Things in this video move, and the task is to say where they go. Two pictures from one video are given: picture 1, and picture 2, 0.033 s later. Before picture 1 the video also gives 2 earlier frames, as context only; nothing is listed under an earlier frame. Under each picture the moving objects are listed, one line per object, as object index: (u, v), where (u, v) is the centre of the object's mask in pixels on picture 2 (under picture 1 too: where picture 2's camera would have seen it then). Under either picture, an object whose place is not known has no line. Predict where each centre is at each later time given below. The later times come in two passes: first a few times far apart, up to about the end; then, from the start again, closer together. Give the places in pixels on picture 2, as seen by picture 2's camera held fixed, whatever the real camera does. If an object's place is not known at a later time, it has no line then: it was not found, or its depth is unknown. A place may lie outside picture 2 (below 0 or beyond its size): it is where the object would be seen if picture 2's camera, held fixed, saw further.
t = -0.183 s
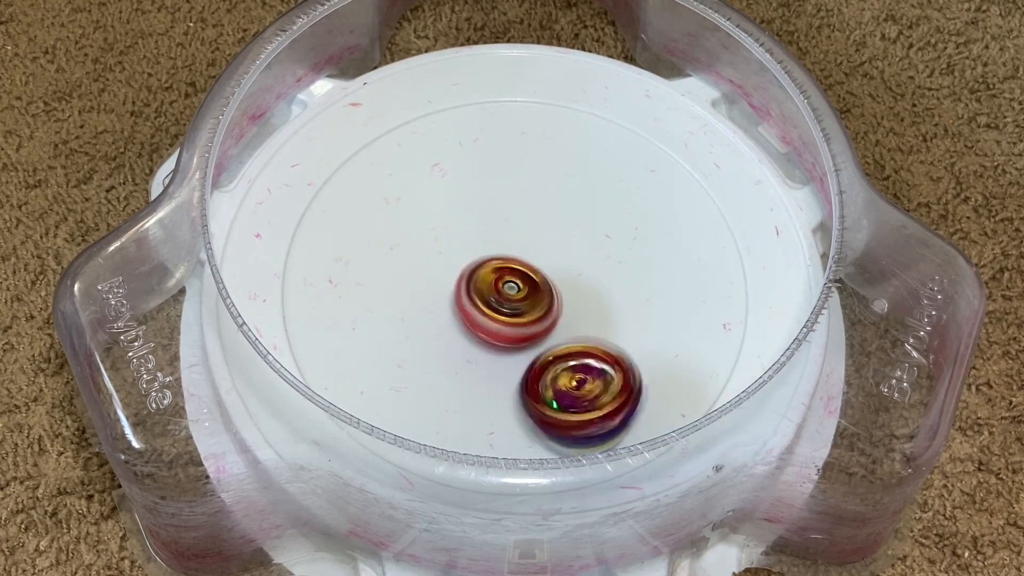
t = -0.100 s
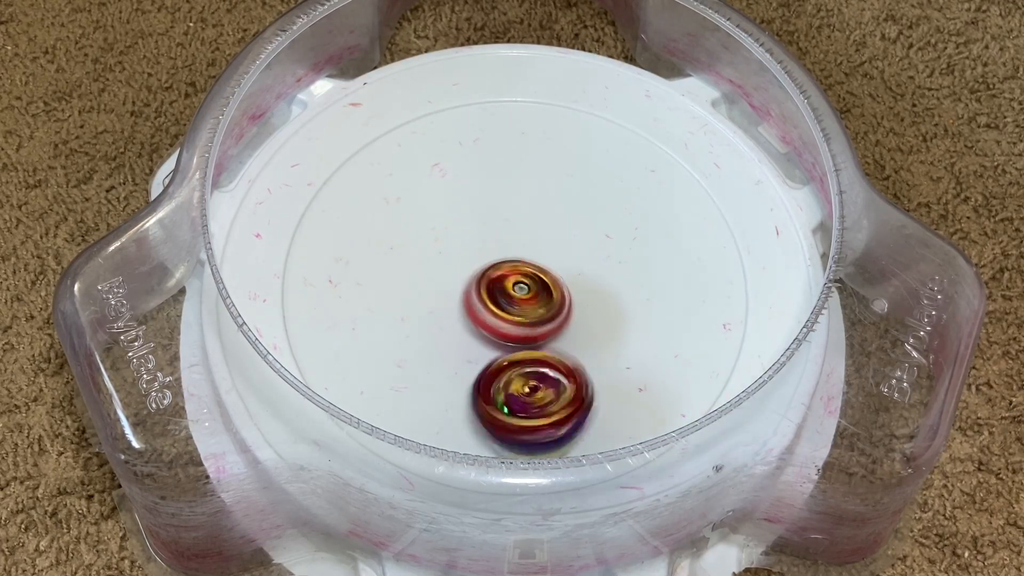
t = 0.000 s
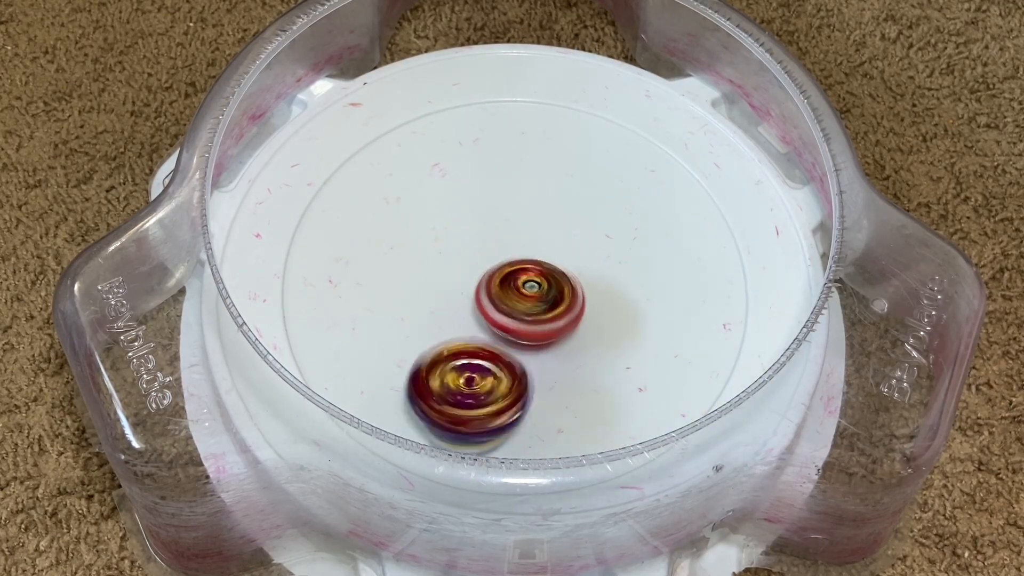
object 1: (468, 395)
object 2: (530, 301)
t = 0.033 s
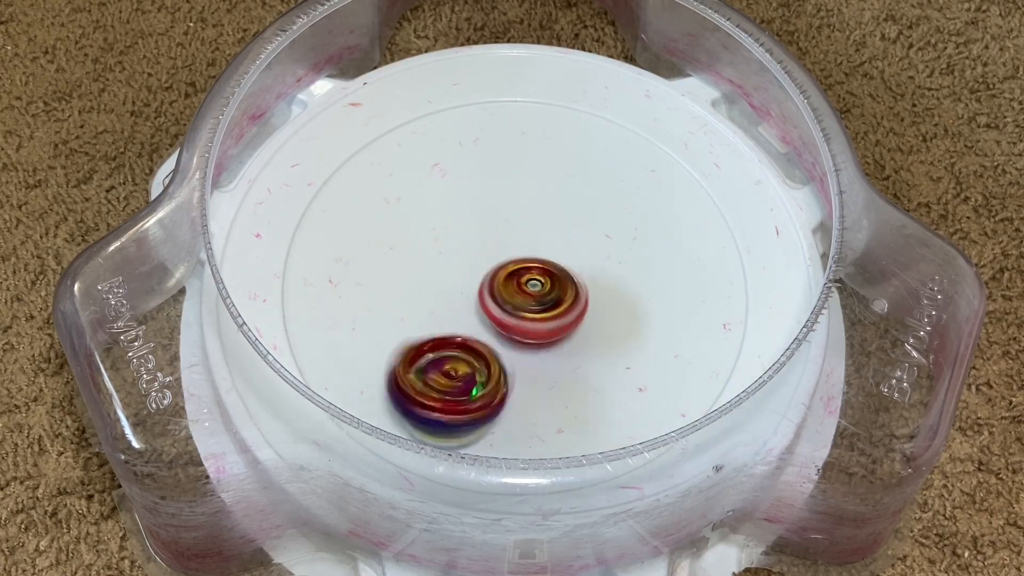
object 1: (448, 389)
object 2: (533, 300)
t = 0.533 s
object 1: (375, 178)
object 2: (542, 259)
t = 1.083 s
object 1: (651, 177)
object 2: (485, 246)
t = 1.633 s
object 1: (546, 410)
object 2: (486, 298)
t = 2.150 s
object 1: (327, 231)
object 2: (545, 291)
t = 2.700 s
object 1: (604, 128)
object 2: (520, 240)
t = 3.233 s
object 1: (630, 395)
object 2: (469, 269)
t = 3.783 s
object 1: (384, 228)
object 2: (529, 311)
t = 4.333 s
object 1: (654, 174)
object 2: (546, 242)
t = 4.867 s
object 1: (444, 396)
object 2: (458, 254)
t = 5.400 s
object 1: (439, 116)
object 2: (514, 322)
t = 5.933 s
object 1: (584, 230)
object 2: (555, 331)
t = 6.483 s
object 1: (521, 203)
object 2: (421, 351)
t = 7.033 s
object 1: (606, 98)
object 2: (446, 405)
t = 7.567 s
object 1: (544, 354)
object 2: (420, 253)
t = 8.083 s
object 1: (543, 249)
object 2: (421, 232)
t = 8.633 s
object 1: (580, 341)
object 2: (451, 199)
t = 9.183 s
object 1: (551, 316)
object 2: (457, 274)
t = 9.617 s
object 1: (555, 308)
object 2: (478, 242)
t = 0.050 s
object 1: (438, 385)
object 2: (535, 300)
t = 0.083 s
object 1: (418, 375)
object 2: (538, 298)
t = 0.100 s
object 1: (409, 370)
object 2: (539, 297)
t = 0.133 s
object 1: (393, 358)
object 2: (542, 295)
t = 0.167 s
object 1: (378, 343)
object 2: (544, 292)
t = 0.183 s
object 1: (371, 339)
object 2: (546, 291)
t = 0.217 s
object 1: (360, 321)
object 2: (547, 288)
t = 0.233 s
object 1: (356, 314)
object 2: (548, 287)
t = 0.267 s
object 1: (348, 299)
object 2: (549, 284)
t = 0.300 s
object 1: (343, 283)
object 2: (549, 281)
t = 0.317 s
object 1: (341, 275)
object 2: (549, 279)
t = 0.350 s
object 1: (340, 260)
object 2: (549, 276)
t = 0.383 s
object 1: (342, 243)
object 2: (549, 273)
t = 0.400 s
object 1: (344, 235)
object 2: (550, 271)
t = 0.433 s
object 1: (348, 220)
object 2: (548, 268)
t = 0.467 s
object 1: (355, 205)
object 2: (546, 264)
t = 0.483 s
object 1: (360, 198)
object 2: (545, 263)
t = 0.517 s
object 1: (369, 184)
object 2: (544, 260)
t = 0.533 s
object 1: (375, 178)
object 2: (542, 259)
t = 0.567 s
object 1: (387, 166)
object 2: (541, 256)
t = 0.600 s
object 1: (400, 155)
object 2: (538, 253)
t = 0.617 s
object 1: (407, 151)
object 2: (537, 252)
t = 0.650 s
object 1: (423, 143)
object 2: (533, 250)
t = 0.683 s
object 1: (439, 135)
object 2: (529, 248)
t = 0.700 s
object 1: (448, 133)
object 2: (528, 247)
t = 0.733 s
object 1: (465, 128)
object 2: (525, 245)
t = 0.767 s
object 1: (483, 125)
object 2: (521, 243)
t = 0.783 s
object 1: (493, 125)
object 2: (519, 242)
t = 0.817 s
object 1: (512, 123)
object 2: (515, 241)
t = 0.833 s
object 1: (522, 124)
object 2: (513, 241)
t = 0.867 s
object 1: (541, 125)
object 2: (508, 240)
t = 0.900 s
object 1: (560, 129)
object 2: (505, 239)
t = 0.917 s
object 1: (569, 133)
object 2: (503, 239)
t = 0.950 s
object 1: (588, 137)
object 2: (499, 240)
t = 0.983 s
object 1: (604, 146)
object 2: (495, 241)
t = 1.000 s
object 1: (613, 150)
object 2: (493, 242)
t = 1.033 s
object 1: (630, 159)
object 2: (490, 243)
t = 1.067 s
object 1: (643, 171)
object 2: (487, 245)
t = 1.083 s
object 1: (651, 177)
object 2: (485, 246)
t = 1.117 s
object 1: (664, 189)
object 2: (482, 248)
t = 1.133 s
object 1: (669, 196)
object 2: (481, 250)
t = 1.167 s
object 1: (681, 211)
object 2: (478, 252)
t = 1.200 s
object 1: (687, 227)
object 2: (476, 254)
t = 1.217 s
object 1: (691, 235)
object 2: (476, 256)
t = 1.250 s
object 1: (696, 251)
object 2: (474, 259)
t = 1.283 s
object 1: (697, 269)
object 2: (473, 263)
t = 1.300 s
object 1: (698, 276)
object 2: (473, 264)
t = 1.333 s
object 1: (696, 294)
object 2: (472, 268)
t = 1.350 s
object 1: (693, 303)
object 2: (472, 269)
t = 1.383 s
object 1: (687, 319)
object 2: (472, 274)
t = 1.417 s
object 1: (676, 335)
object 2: (473, 277)
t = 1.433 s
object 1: (670, 343)
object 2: (473, 279)
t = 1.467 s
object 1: (656, 359)
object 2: (474, 282)
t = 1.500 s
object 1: (639, 374)
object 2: (476, 286)
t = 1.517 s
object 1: (630, 380)
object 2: (477, 288)
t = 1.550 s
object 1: (607, 391)
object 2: (479, 291)
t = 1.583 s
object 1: (584, 400)
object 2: (481, 294)
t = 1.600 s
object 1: (571, 403)
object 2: (483, 295)
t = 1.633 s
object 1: (546, 410)
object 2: (486, 298)
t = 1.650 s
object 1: (534, 411)
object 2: (488, 299)
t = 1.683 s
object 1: (508, 413)
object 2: (491, 301)
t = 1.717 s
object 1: (482, 412)
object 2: (496, 303)
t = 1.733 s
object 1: (470, 410)
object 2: (498, 303)
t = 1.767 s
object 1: (445, 406)
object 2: (502, 305)
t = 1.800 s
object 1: (423, 398)
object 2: (506, 305)
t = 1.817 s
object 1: (412, 394)
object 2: (509, 306)
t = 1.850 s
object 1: (392, 385)
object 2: (514, 307)
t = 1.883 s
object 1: (373, 374)
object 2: (517, 306)
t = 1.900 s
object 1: (364, 367)
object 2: (520, 306)
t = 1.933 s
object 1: (350, 352)
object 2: (525, 305)
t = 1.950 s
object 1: (343, 345)
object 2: (527, 305)
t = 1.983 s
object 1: (333, 328)
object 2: (529, 303)
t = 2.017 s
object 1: (326, 309)
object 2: (533, 302)
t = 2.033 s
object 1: (322, 303)
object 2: (536, 300)
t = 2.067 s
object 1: (320, 280)
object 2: (538, 298)
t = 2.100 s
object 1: (321, 261)
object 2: (540, 296)
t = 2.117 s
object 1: (322, 250)
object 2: (542, 295)
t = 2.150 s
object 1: (327, 231)
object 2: (545, 291)
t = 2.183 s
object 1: (335, 211)
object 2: (546, 288)
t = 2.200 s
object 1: (339, 202)
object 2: (547, 286)
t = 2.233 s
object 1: (351, 185)
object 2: (549, 283)
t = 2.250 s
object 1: (356, 176)
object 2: (550, 282)
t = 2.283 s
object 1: (370, 162)
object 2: (550, 278)
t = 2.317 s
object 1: (385, 148)
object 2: (551, 274)
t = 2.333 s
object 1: (393, 142)
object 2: (551, 272)
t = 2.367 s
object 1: (410, 129)
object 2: (549, 268)
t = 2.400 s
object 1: (429, 118)
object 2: (549, 265)
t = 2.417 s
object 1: (438, 114)
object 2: (548, 263)
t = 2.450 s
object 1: (457, 107)
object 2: (546, 260)
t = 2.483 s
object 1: (477, 100)
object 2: (544, 256)
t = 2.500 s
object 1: (487, 99)
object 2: (543, 255)
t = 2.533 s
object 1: (507, 97)
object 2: (540, 252)
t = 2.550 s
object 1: (517, 98)
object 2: (537, 251)
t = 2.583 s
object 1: (537, 101)
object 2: (535, 248)
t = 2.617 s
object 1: (557, 104)
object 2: (531, 246)
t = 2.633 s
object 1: (566, 109)
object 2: (528, 245)
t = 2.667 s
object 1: (586, 116)
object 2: (525, 242)
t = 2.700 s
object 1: (604, 128)
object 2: (520, 240)
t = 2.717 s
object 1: (615, 134)
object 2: (517, 240)
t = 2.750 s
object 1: (632, 147)
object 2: (513, 238)
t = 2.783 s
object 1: (650, 163)
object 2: (508, 238)
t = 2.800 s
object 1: (658, 169)
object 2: (505, 238)
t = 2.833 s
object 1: (673, 188)
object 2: (501, 237)
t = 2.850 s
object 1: (681, 195)
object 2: (498, 237)
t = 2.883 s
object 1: (693, 215)
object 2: (493, 238)
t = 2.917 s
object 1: (705, 234)
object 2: (490, 239)
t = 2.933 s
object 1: (709, 244)
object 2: (488, 239)
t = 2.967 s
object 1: (717, 264)
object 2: (484, 242)
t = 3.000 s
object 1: (720, 284)
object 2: (481, 244)
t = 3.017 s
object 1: (720, 295)
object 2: (480, 246)
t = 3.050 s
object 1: (720, 314)
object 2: (476, 249)
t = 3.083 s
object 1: (712, 333)
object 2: (475, 251)
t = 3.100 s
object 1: (706, 341)
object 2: (474, 253)
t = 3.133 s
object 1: (693, 356)
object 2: (472, 256)
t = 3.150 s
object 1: (684, 364)
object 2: (472, 258)
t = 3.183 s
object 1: (666, 378)
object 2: (470, 262)
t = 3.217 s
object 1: (643, 389)
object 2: (469, 267)
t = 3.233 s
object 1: (630, 395)
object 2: (469, 269)
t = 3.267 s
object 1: (603, 403)
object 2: (470, 273)
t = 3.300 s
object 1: (573, 411)
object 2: (470, 278)
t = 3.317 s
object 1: (558, 413)
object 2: (470, 280)
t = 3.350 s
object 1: (525, 417)
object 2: (472, 285)
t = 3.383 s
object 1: (493, 415)
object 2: (474, 289)
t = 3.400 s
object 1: (477, 414)
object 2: (476, 292)
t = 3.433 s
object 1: (446, 409)
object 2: (478, 295)
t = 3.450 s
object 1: (430, 405)
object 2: (480, 298)
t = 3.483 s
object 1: (401, 396)
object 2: (484, 302)
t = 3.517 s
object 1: (375, 384)
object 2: (488, 305)
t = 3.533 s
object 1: (364, 376)
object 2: (491, 306)
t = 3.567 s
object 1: (356, 360)
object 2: (495, 308)
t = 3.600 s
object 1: (354, 339)
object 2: (500, 312)
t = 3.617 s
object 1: (353, 330)
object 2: (503, 312)
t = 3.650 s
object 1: (356, 309)
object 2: (507, 313)
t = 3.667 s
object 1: (358, 299)
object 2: (510, 313)
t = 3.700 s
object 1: (365, 279)
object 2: (516, 313)
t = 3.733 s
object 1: (371, 258)
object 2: (522, 313)
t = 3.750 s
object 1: (376, 251)
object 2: (525, 313)
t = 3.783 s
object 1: (384, 228)
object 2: (529, 311)
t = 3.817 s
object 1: (395, 210)
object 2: (534, 309)
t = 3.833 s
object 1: (400, 200)
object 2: (536, 308)
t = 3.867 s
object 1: (410, 183)
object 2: (541, 304)
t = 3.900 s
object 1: (423, 168)
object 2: (545, 302)
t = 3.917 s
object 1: (428, 159)
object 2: (547, 300)
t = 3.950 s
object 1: (444, 146)
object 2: (551, 297)
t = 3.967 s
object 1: (451, 139)
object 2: (551, 294)
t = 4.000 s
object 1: (468, 129)
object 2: (555, 289)
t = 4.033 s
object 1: (486, 120)
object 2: (556, 285)
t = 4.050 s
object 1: (495, 119)
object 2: (558, 282)
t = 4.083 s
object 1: (514, 114)
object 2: (559, 277)
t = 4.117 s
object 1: (532, 113)
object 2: (561, 271)
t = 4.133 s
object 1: (542, 113)
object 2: (561, 268)
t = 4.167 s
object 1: (560, 116)
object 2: (560, 263)
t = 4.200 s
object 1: (580, 123)
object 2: (559, 259)
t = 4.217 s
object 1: (589, 126)
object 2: (557, 256)
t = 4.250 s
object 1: (609, 137)
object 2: (556, 251)
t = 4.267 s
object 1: (618, 142)
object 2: (554, 249)
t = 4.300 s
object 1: (636, 157)
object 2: (551, 244)
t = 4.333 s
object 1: (654, 174)
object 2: (546, 242)
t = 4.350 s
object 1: (661, 183)
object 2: (544, 239)
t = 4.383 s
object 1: (677, 204)
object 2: (539, 237)
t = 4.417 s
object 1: (689, 224)
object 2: (534, 233)
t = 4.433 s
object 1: (694, 238)
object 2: (531, 232)
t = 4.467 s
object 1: (702, 261)
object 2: (524, 230)
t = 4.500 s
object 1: (706, 287)
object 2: (519, 229)
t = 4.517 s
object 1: (708, 298)
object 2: (514, 229)
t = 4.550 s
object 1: (706, 325)
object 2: (508, 228)
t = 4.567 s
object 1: (704, 337)
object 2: (505, 228)
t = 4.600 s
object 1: (684, 360)
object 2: (499, 228)
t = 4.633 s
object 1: (660, 374)
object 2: (492, 230)
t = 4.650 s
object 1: (645, 381)
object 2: (489, 229)
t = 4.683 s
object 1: (616, 389)
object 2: (483, 232)
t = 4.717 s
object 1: (586, 397)
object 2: (478, 234)
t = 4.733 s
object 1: (569, 399)
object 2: (475, 236)
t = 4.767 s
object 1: (538, 402)
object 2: (470, 239)
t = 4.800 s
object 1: (505, 402)
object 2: (466, 244)
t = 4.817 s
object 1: (490, 402)
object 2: (464, 246)
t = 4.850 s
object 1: (458, 398)
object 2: (460, 251)
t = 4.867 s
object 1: (444, 396)
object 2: (458, 254)
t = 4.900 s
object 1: (414, 387)
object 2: (457, 259)
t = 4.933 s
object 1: (387, 377)
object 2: (455, 264)
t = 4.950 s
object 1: (375, 371)
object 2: (455, 267)
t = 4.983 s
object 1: (355, 354)
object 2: (454, 273)
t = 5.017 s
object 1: (347, 335)
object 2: (455, 280)
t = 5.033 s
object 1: (342, 323)
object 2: (454, 283)
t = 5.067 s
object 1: (338, 301)
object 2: (457, 288)
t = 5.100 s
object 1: (336, 278)
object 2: (459, 294)
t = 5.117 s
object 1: (336, 265)
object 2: (462, 297)
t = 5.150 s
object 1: (337, 243)
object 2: (465, 302)
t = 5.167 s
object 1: (339, 231)
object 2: (468, 304)
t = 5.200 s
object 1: (344, 206)
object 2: (472, 309)
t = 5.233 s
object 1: (351, 184)
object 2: (478, 313)
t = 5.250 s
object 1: (355, 173)
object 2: (481, 315)
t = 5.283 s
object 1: (367, 150)
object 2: (488, 318)
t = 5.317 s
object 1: (383, 133)
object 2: (495, 319)
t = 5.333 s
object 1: (393, 127)
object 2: (499, 321)
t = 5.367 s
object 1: (415, 120)
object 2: (507, 322)
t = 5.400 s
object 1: (439, 116)
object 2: (514, 322)
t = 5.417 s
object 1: (449, 115)
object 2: (518, 323)
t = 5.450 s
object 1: (471, 113)
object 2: (526, 322)
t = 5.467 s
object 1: (483, 116)
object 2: (530, 322)
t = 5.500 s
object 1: (502, 120)
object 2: (538, 319)
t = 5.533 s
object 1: (519, 130)
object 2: (546, 316)
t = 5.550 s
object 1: (527, 134)
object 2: (548, 315)
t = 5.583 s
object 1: (542, 147)
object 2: (554, 311)
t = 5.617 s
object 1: (555, 161)
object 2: (559, 306)
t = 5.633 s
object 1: (561, 168)
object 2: (562, 304)
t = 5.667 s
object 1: (568, 184)
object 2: (565, 298)
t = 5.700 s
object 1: (570, 198)
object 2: (568, 293)
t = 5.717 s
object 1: (569, 202)
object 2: (571, 298)
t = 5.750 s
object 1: (572, 194)
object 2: (571, 309)
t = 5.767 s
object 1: (575, 198)
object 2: (572, 313)
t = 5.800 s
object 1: (571, 203)
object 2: (569, 319)
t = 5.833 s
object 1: (576, 203)
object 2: (566, 323)
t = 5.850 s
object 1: (577, 208)
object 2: (565, 324)
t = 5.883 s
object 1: (578, 217)
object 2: (561, 325)
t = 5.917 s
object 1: (581, 228)
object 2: (559, 326)
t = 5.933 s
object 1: (584, 230)
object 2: (555, 331)
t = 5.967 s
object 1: (586, 234)
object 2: (549, 341)
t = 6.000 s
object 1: (584, 239)
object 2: (544, 347)
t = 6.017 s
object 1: (583, 242)
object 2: (540, 350)
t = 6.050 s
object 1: (574, 252)
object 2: (535, 352)
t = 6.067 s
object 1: (574, 255)
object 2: (529, 352)
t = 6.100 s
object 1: (569, 254)
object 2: (519, 359)
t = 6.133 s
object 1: (570, 244)
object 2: (500, 372)
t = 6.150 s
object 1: (569, 238)
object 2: (489, 378)
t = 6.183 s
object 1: (568, 229)
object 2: (471, 384)
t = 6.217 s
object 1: (563, 219)
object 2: (453, 389)
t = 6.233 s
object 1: (562, 215)
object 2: (443, 390)
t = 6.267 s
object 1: (560, 211)
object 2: (430, 390)
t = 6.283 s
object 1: (555, 207)
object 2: (421, 388)
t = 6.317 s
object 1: (553, 204)
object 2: (414, 386)
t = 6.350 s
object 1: (544, 200)
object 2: (410, 381)
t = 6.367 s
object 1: (542, 199)
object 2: (407, 379)
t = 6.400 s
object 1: (540, 200)
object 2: (410, 372)
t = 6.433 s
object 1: (530, 200)
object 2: (414, 363)
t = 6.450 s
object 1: (531, 201)
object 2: (415, 359)
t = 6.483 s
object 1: (521, 203)
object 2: (421, 351)
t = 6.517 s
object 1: (518, 207)
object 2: (429, 339)
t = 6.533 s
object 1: (518, 208)
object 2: (431, 334)
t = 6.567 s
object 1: (506, 213)
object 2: (441, 324)
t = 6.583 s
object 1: (507, 215)
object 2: (444, 318)
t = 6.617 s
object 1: (497, 218)
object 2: (452, 307)
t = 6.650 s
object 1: (501, 214)
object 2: (457, 309)
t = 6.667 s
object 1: (506, 210)
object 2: (459, 311)
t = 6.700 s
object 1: (499, 201)
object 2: (463, 314)
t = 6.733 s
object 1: (510, 198)
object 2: (466, 314)
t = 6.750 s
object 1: (509, 200)
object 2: (468, 313)
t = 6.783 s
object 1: (511, 195)
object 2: (473, 309)
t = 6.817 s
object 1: (519, 200)
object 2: (477, 305)
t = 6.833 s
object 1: (515, 200)
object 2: (480, 302)
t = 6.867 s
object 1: (525, 202)
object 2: (485, 297)
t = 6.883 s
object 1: (528, 205)
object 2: (487, 297)
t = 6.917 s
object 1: (548, 170)
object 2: (473, 332)
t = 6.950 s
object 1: (566, 151)
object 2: (462, 360)
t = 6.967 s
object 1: (572, 137)
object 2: (457, 374)
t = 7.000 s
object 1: (585, 110)
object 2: (450, 396)
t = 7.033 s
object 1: (606, 98)
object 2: (446, 405)
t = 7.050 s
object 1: (612, 98)
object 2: (443, 408)
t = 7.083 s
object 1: (617, 99)
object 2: (439, 410)
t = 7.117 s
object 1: (628, 99)
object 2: (434, 409)
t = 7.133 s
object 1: (633, 105)
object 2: (432, 407)
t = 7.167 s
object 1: (635, 113)
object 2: (429, 403)
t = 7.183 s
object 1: (638, 116)
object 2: (428, 400)
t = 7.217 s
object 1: (645, 124)
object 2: (429, 394)
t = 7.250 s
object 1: (652, 138)
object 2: (432, 384)
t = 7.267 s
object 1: (653, 149)
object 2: (435, 378)
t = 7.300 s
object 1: (652, 170)
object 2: (440, 363)
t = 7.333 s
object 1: (647, 195)
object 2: (446, 348)
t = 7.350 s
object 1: (642, 209)
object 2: (450, 341)
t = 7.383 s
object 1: (624, 239)
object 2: (457, 326)
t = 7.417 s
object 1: (607, 271)
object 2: (463, 312)
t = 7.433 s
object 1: (596, 284)
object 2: (466, 304)
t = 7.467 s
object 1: (576, 306)
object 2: (464, 292)
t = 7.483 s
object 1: (571, 317)
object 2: (454, 288)
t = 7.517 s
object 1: (562, 338)
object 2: (439, 270)
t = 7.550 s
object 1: (550, 351)
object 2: (424, 258)
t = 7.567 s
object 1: (544, 354)
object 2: (420, 253)
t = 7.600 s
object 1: (525, 360)
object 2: (411, 243)
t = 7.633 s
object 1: (507, 363)
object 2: (402, 234)
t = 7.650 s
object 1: (500, 364)
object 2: (399, 229)
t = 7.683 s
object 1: (485, 357)
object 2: (391, 223)
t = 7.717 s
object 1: (470, 346)
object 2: (384, 217)
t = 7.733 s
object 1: (461, 340)
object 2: (381, 214)
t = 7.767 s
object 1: (453, 330)
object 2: (377, 212)
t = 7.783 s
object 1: (451, 325)
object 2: (375, 211)
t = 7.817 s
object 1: (450, 309)
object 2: (376, 212)
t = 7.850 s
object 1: (449, 287)
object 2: (380, 213)
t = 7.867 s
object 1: (451, 280)
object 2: (379, 213)
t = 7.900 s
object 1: (466, 275)
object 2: (381, 211)
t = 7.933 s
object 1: (479, 268)
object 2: (384, 211)
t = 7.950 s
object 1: (485, 261)
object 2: (387, 212)
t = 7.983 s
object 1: (498, 249)
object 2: (392, 215)
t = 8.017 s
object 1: (515, 245)
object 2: (401, 220)
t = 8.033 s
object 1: (524, 245)
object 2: (405, 222)
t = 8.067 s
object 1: (537, 249)
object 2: (415, 228)
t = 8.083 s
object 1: (543, 249)
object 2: (421, 232)
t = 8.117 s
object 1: (555, 249)
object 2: (434, 239)
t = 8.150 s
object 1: (565, 252)
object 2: (450, 245)
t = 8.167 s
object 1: (569, 255)
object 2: (458, 248)
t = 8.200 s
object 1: (573, 266)
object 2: (467, 252)
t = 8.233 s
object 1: (578, 273)
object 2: (476, 254)
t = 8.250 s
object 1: (581, 280)
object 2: (482, 255)
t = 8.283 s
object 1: (582, 292)
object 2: (491, 255)
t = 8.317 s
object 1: (589, 304)
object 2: (492, 251)
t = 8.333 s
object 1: (591, 309)
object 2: (493, 249)
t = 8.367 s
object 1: (591, 314)
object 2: (496, 246)
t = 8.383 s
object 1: (589, 316)
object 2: (499, 245)
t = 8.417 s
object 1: (584, 317)
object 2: (503, 242)
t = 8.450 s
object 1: (582, 317)
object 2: (502, 236)
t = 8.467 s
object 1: (588, 322)
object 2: (493, 230)
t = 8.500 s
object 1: (592, 336)
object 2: (483, 218)
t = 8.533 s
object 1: (583, 342)
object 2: (474, 205)
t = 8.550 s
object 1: (579, 341)
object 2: (468, 201)
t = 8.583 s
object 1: (581, 341)
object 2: (458, 198)
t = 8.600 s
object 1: (581, 342)
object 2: (455, 197)
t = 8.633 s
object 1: (580, 341)
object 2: (451, 199)
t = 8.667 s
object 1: (578, 338)
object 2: (450, 201)
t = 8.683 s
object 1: (577, 335)
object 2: (449, 201)
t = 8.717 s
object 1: (568, 333)
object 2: (449, 206)
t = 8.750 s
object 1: (556, 327)
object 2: (449, 208)
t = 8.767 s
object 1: (555, 327)
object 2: (449, 212)
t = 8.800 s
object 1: (553, 324)
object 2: (450, 218)
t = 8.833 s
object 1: (550, 321)
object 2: (454, 227)
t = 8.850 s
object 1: (548, 318)
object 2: (454, 231)
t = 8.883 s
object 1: (543, 315)
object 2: (459, 241)
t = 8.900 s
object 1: (537, 313)
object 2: (459, 244)
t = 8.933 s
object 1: (537, 311)
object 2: (456, 250)
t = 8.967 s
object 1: (545, 317)
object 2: (449, 250)
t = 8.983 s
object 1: (551, 319)
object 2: (445, 251)
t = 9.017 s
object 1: (555, 324)
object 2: (441, 258)
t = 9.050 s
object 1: (555, 325)
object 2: (440, 264)
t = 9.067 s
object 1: (554, 324)
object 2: (440, 266)
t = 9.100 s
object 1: (554, 321)
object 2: (442, 269)
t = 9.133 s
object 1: (555, 319)
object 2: (448, 272)
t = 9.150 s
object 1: (555, 317)
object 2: (450, 273)
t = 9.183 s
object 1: (551, 316)
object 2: (457, 274)
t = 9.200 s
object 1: (551, 316)
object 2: (459, 275)
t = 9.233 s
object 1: (555, 315)
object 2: (461, 273)
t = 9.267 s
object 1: (559, 316)
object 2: (463, 268)
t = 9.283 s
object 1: (559, 317)
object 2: (465, 268)
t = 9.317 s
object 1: (564, 320)
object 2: (472, 267)
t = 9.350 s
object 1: (566, 324)
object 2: (477, 263)
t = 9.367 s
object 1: (567, 325)
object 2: (478, 260)
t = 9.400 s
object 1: (565, 326)
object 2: (477, 257)
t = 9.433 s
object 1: (561, 323)
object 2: (480, 257)
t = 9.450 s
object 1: (559, 321)
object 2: (482, 256)
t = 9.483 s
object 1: (555, 316)
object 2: (485, 254)
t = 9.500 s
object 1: (554, 313)
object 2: (486, 255)
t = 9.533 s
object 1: (560, 308)
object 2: (485, 251)
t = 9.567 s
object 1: (558, 307)
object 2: (482, 248)
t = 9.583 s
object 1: (557, 308)
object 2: (480, 245)
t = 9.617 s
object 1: (555, 308)
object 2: (478, 242)
